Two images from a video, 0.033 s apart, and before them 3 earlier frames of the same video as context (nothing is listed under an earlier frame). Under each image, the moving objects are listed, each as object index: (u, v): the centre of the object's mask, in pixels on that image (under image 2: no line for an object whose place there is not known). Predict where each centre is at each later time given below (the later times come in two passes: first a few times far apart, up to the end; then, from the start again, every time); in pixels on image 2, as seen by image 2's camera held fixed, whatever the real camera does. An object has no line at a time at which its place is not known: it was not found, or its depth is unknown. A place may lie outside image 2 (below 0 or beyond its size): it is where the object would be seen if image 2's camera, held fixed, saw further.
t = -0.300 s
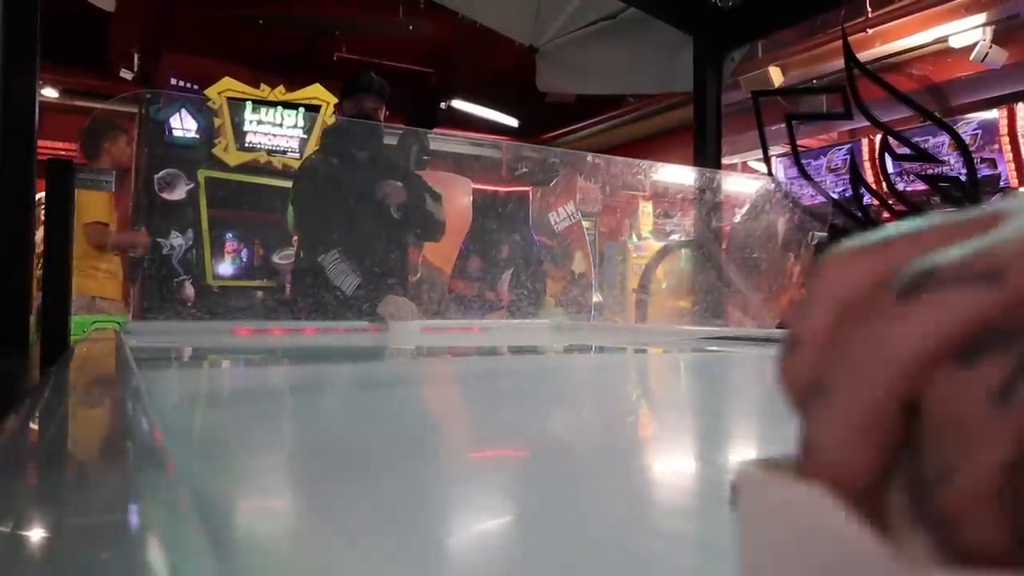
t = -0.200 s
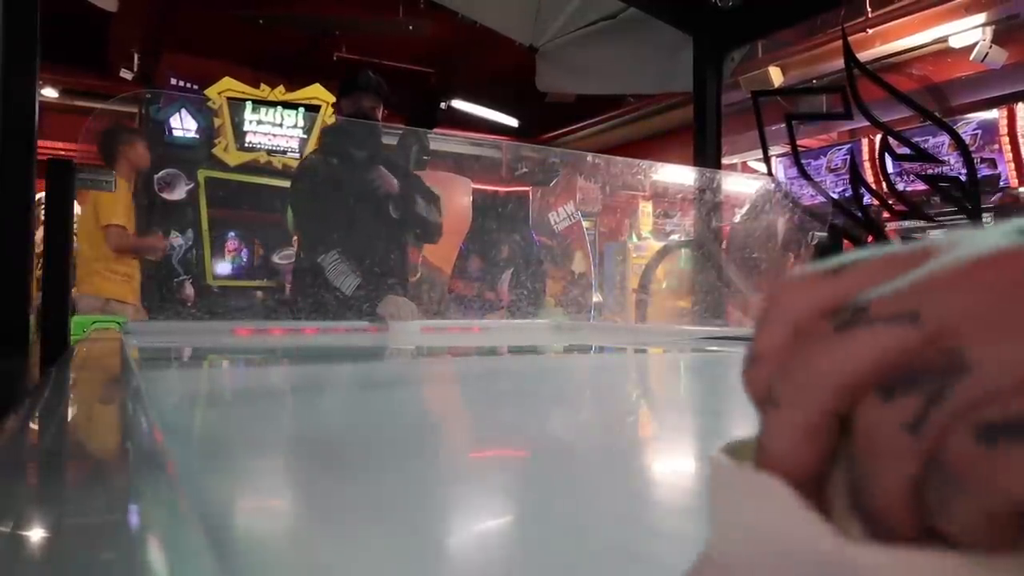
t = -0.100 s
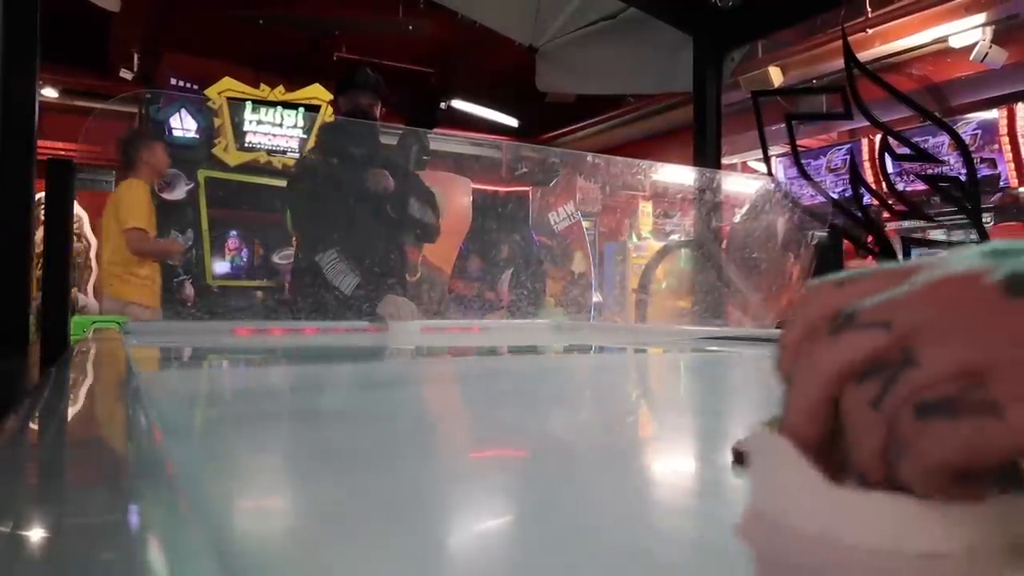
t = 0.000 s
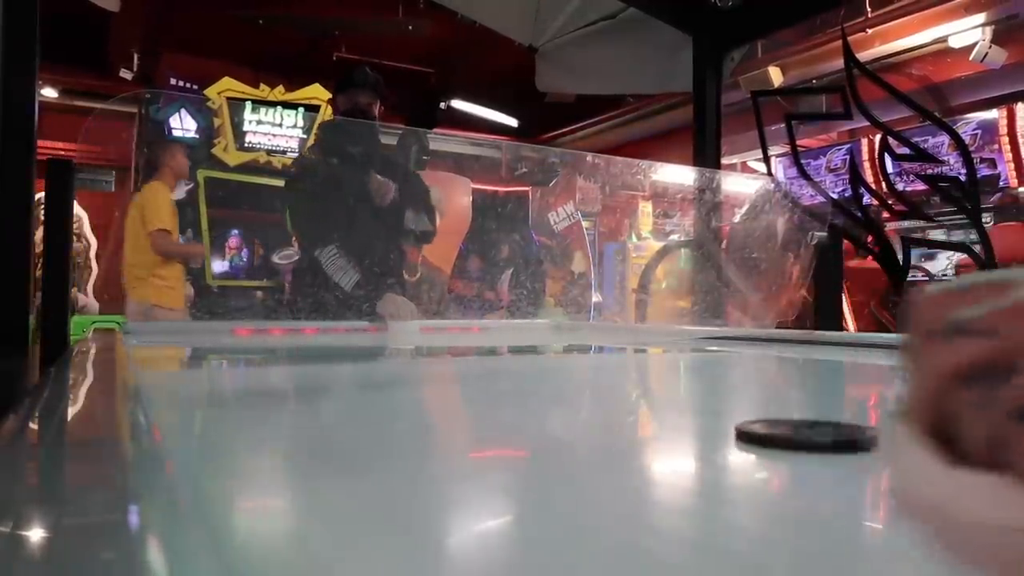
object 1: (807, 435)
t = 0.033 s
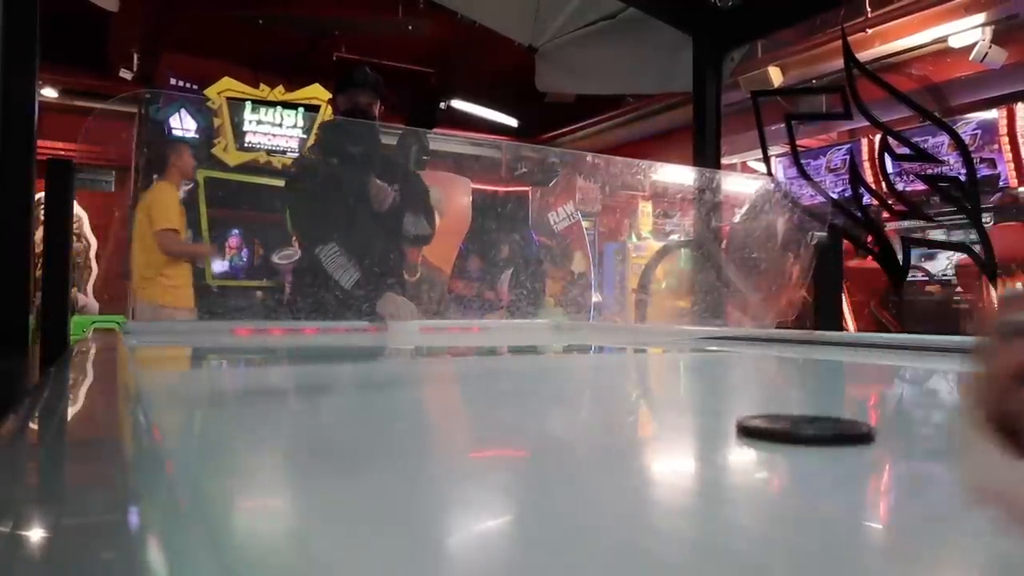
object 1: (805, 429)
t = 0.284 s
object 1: (793, 400)
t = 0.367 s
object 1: (790, 393)
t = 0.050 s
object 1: (805, 427)
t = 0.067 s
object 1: (804, 424)
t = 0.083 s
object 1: (802, 422)
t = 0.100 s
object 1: (801, 420)
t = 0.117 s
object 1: (800, 417)
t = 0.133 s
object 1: (799, 416)
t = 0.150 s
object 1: (799, 414)
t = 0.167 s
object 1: (797, 412)
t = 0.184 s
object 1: (797, 410)
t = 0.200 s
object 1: (796, 408)
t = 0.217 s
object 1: (795, 406)
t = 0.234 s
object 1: (794, 405)
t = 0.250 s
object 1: (794, 403)
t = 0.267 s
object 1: (793, 402)
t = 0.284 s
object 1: (793, 400)
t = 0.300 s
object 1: (792, 399)
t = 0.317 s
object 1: (791, 397)
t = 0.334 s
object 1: (791, 396)
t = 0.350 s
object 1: (790, 394)
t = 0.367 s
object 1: (790, 393)
